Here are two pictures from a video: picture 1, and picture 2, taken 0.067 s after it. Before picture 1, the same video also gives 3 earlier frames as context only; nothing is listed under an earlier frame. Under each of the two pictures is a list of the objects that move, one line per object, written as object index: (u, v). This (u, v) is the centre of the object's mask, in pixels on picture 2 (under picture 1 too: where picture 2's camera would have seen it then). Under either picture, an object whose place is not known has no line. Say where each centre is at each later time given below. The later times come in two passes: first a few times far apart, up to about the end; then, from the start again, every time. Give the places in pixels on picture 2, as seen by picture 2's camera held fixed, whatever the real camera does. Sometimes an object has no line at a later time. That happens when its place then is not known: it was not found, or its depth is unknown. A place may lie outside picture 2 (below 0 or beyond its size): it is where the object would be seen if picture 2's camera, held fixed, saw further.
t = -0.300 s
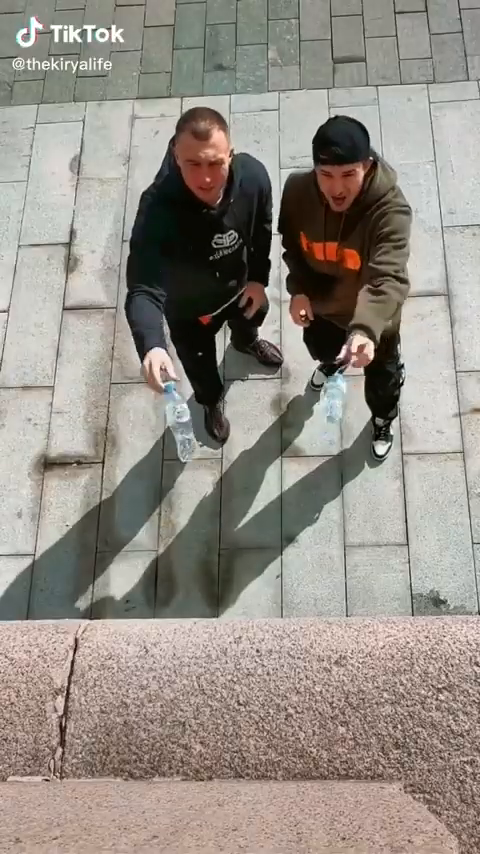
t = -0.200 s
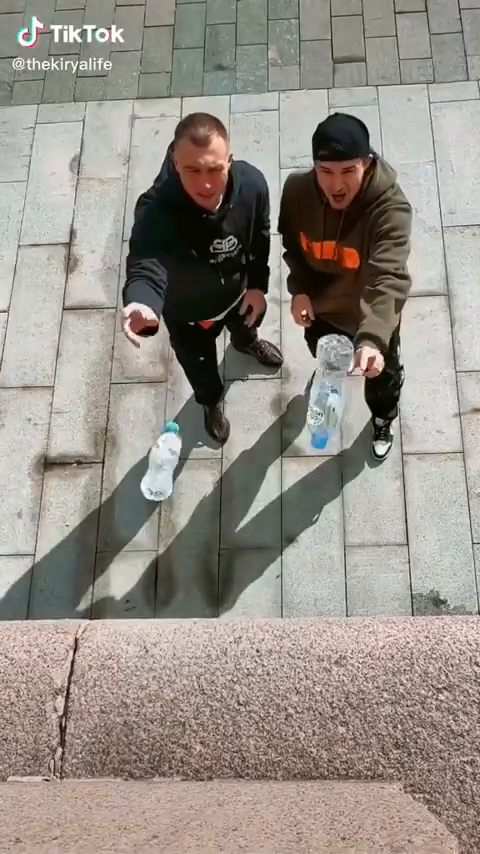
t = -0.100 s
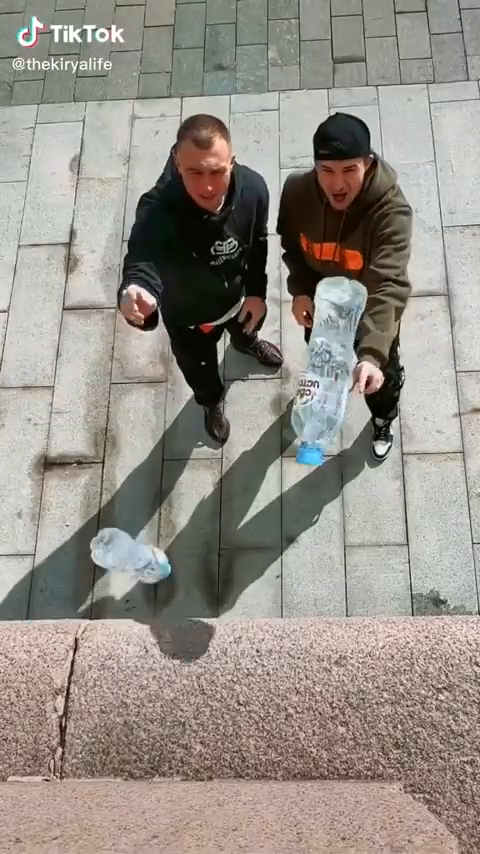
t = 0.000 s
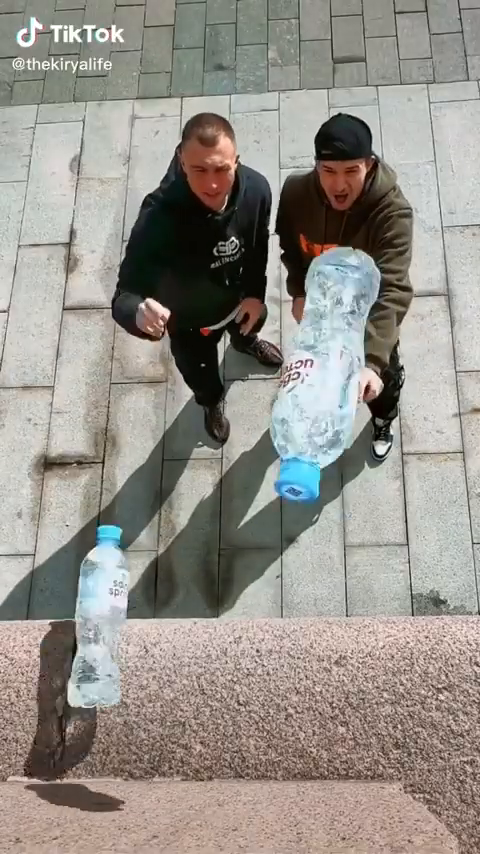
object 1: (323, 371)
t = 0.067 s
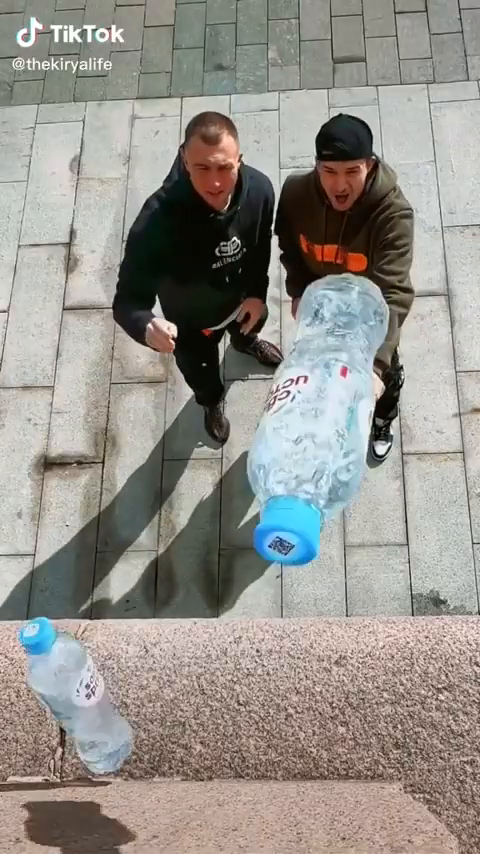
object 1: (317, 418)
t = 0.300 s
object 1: (310, 794)
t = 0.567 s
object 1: (315, 697)
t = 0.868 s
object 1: (302, 562)
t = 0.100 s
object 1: (312, 465)
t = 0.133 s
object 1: (307, 534)
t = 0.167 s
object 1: (302, 630)
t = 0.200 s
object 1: (306, 711)
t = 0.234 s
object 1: (311, 763)
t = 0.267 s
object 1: (297, 802)
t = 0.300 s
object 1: (310, 794)
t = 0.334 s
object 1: (312, 782)
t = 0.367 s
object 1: (310, 771)
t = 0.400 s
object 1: (310, 760)
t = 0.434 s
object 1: (311, 740)
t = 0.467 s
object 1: (312, 724)
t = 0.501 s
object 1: (313, 711)
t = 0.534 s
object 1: (314, 701)
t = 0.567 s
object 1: (315, 697)
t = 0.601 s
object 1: (311, 686)
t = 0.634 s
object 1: (309, 672)
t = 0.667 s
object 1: (309, 656)
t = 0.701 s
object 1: (307, 639)
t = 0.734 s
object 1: (305, 619)
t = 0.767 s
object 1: (303, 600)
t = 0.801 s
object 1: (302, 585)
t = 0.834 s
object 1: (301, 572)
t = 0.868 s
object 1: (302, 562)
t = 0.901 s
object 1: (303, 558)
